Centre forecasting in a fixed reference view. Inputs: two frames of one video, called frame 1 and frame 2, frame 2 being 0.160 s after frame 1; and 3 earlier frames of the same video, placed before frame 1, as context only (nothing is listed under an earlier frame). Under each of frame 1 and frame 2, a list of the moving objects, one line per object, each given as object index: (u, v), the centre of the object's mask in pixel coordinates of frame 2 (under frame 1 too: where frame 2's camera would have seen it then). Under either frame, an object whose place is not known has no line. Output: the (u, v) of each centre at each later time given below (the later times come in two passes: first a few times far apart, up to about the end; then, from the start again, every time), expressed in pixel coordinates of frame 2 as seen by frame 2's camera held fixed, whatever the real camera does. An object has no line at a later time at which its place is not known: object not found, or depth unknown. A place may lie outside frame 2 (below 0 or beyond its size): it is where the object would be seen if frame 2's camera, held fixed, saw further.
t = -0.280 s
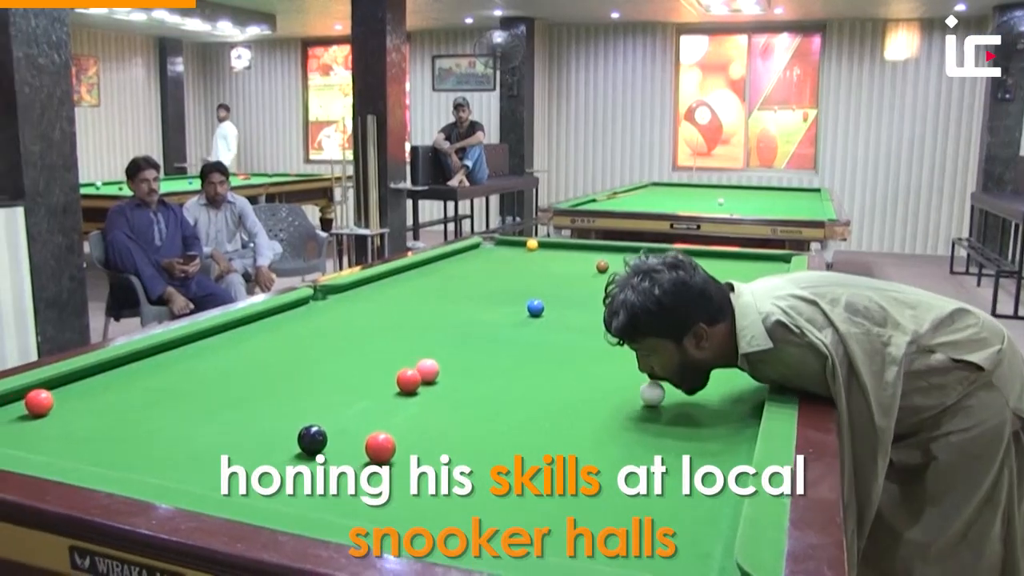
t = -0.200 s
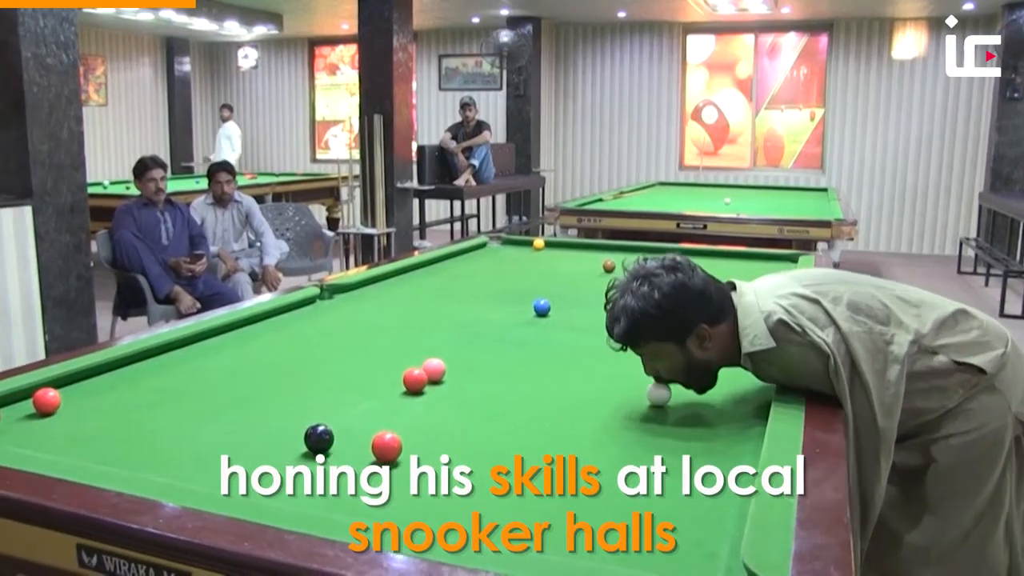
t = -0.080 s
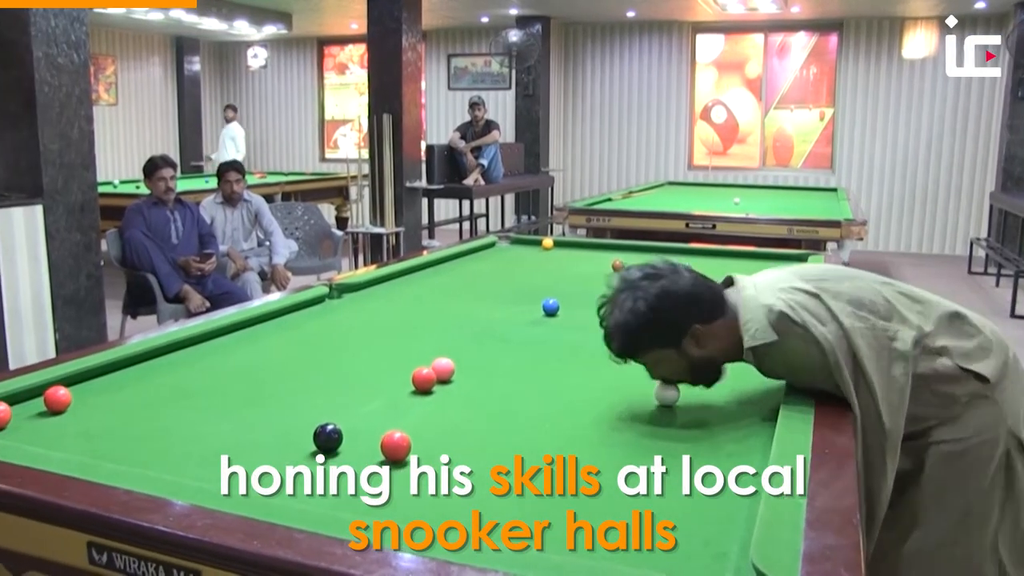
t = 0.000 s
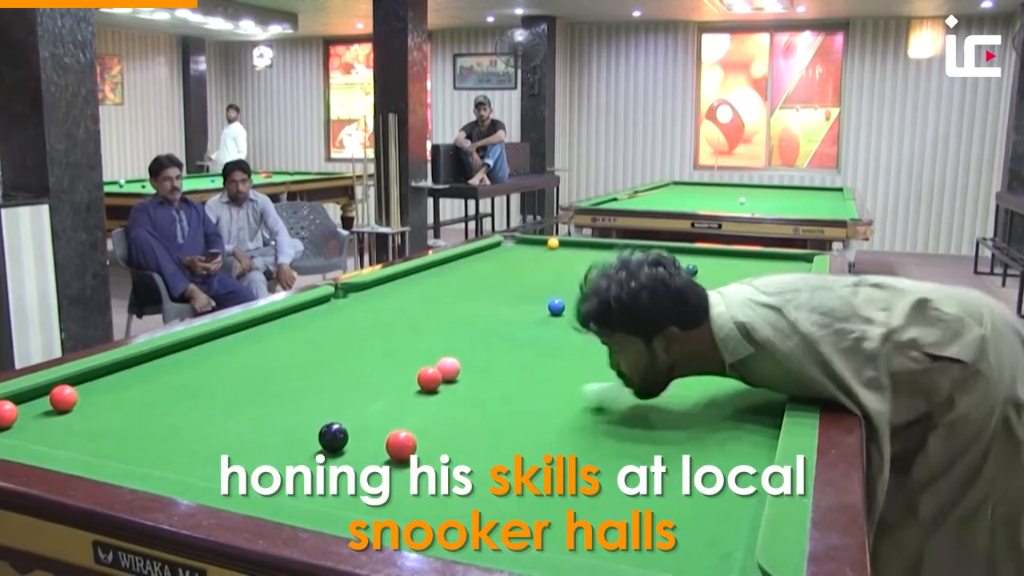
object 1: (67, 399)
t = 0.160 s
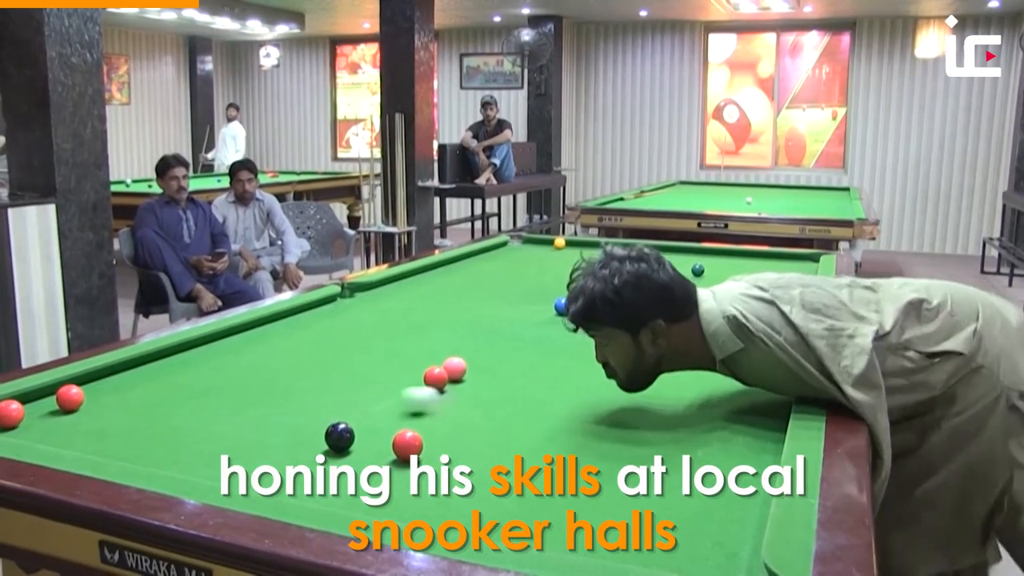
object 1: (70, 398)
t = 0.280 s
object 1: (70, 398)
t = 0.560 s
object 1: (65, 391)
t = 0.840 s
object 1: (109, 388)
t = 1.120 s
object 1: (160, 389)
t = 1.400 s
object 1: (206, 390)
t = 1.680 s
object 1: (248, 391)
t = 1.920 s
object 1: (279, 393)
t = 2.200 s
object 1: (311, 393)
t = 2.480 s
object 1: (339, 395)
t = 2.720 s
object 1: (359, 395)
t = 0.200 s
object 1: (70, 398)
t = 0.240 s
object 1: (70, 398)
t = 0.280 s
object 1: (70, 398)
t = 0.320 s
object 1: (70, 398)
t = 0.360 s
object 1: (70, 398)
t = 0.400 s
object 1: (70, 398)
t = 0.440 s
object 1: (70, 398)
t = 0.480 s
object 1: (69, 390)
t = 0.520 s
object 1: (68, 394)
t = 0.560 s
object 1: (65, 391)
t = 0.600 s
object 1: (63, 388)
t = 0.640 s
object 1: (68, 387)
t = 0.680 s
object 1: (76, 387)
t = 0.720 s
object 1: (85, 387)
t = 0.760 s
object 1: (93, 387)
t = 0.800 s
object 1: (101, 388)
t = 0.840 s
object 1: (109, 388)
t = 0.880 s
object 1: (117, 388)
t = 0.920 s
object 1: (124, 388)
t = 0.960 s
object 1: (132, 388)
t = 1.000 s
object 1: (139, 388)
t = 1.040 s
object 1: (146, 389)
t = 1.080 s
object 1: (153, 389)
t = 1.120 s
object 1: (160, 389)
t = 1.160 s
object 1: (167, 389)
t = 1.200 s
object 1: (174, 389)
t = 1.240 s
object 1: (181, 389)
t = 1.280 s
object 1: (187, 389)
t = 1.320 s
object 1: (194, 390)
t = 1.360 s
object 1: (200, 390)
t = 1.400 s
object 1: (206, 390)
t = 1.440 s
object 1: (213, 390)
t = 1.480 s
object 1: (219, 390)
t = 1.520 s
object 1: (225, 391)
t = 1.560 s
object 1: (230, 391)
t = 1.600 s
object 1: (236, 391)
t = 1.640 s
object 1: (242, 391)
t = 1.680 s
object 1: (248, 391)
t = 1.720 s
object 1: (253, 392)
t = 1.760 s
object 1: (259, 392)
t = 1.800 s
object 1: (264, 392)
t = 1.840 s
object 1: (269, 392)
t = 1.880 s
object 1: (274, 392)
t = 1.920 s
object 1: (279, 393)
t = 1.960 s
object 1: (284, 393)
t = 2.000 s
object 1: (289, 393)
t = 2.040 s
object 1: (293, 393)
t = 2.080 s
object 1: (298, 393)
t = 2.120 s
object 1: (303, 393)
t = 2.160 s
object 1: (307, 393)
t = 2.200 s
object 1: (311, 393)
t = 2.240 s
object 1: (315, 393)
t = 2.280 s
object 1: (319, 393)
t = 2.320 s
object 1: (323, 393)
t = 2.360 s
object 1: (327, 394)
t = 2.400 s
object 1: (331, 394)
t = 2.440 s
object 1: (335, 395)
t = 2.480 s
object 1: (339, 395)
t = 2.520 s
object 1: (342, 395)
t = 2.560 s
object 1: (346, 395)
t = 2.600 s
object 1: (349, 395)
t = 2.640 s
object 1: (352, 395)
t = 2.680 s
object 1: (355, 395)
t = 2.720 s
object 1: (359, 395)
